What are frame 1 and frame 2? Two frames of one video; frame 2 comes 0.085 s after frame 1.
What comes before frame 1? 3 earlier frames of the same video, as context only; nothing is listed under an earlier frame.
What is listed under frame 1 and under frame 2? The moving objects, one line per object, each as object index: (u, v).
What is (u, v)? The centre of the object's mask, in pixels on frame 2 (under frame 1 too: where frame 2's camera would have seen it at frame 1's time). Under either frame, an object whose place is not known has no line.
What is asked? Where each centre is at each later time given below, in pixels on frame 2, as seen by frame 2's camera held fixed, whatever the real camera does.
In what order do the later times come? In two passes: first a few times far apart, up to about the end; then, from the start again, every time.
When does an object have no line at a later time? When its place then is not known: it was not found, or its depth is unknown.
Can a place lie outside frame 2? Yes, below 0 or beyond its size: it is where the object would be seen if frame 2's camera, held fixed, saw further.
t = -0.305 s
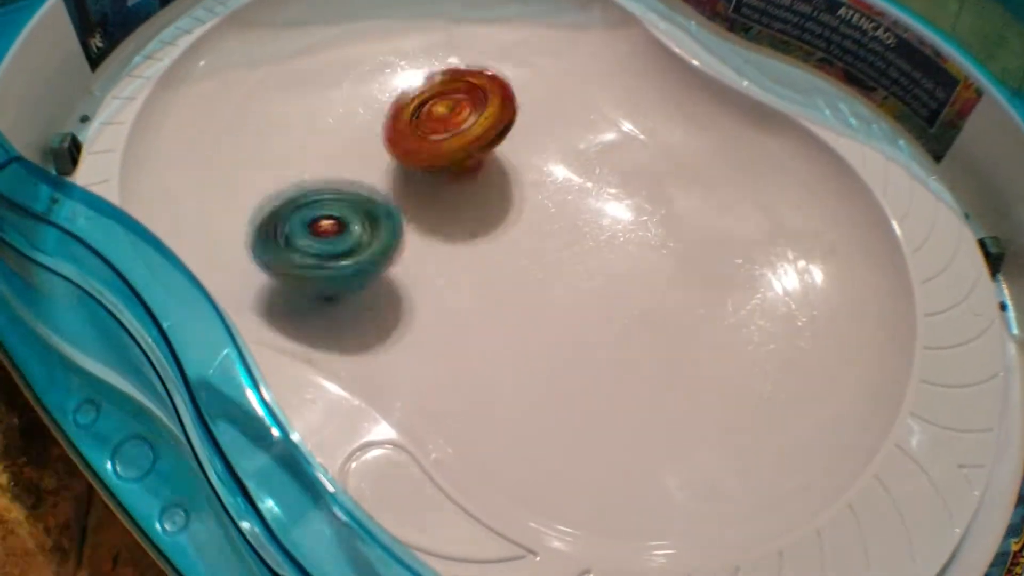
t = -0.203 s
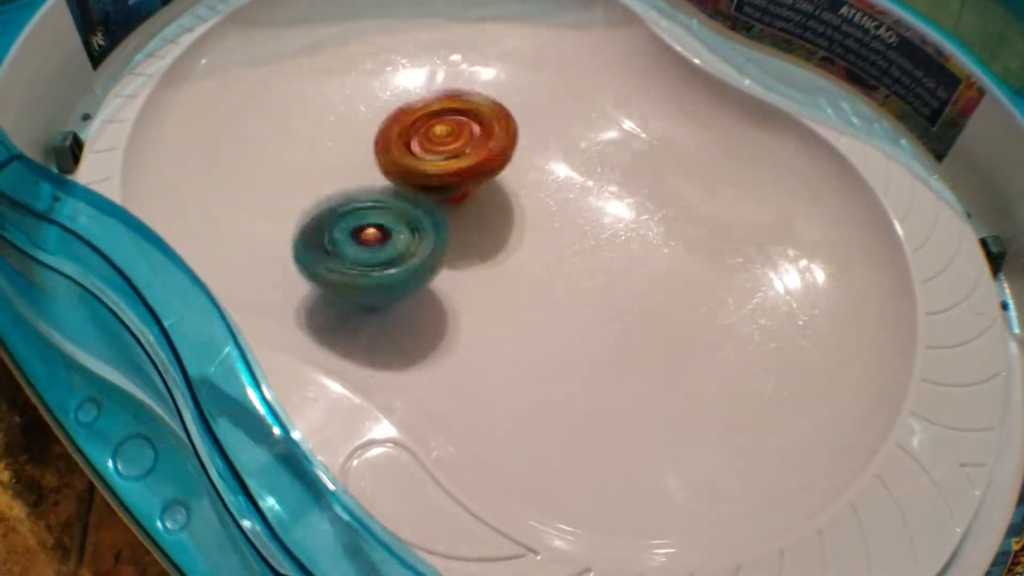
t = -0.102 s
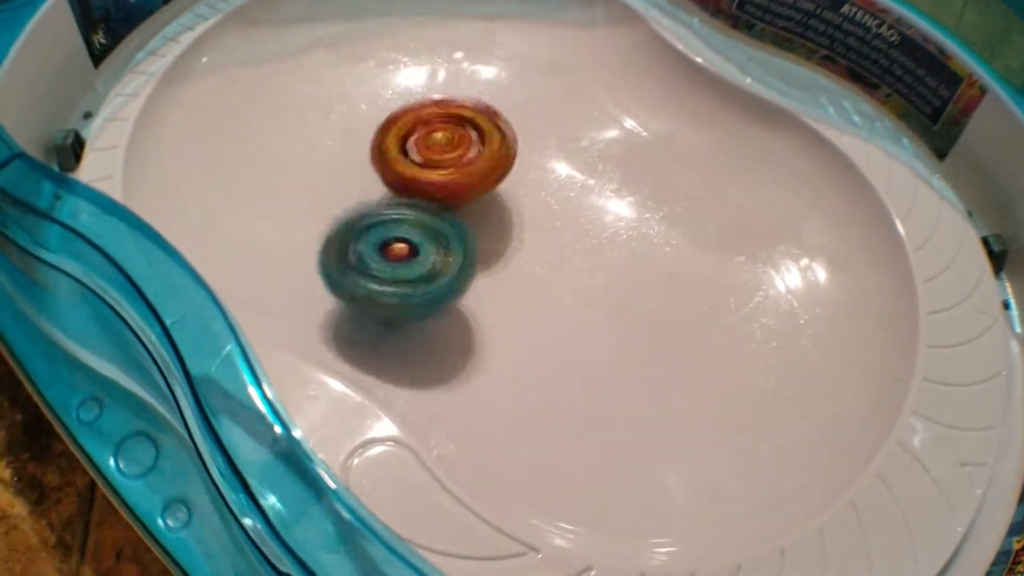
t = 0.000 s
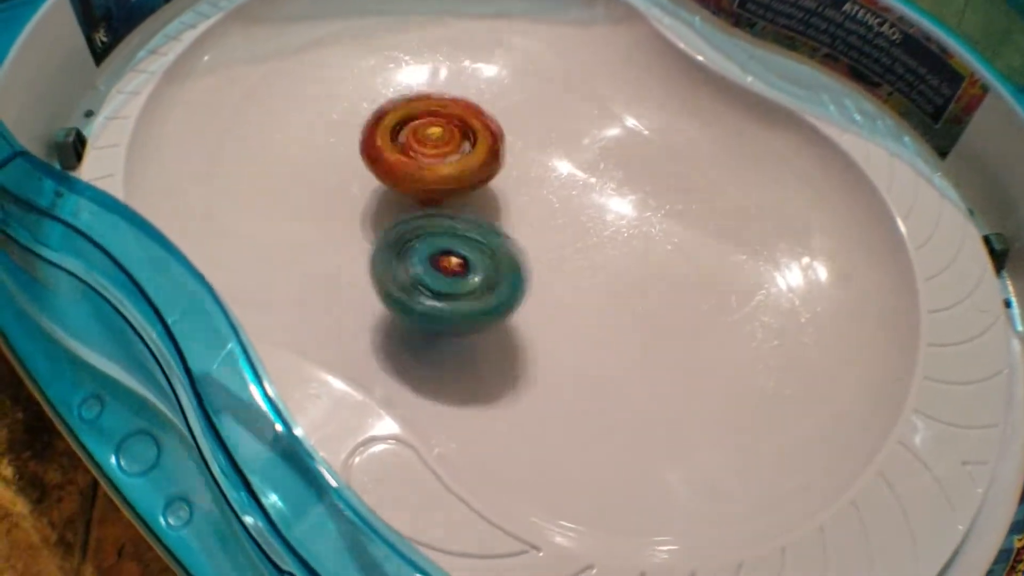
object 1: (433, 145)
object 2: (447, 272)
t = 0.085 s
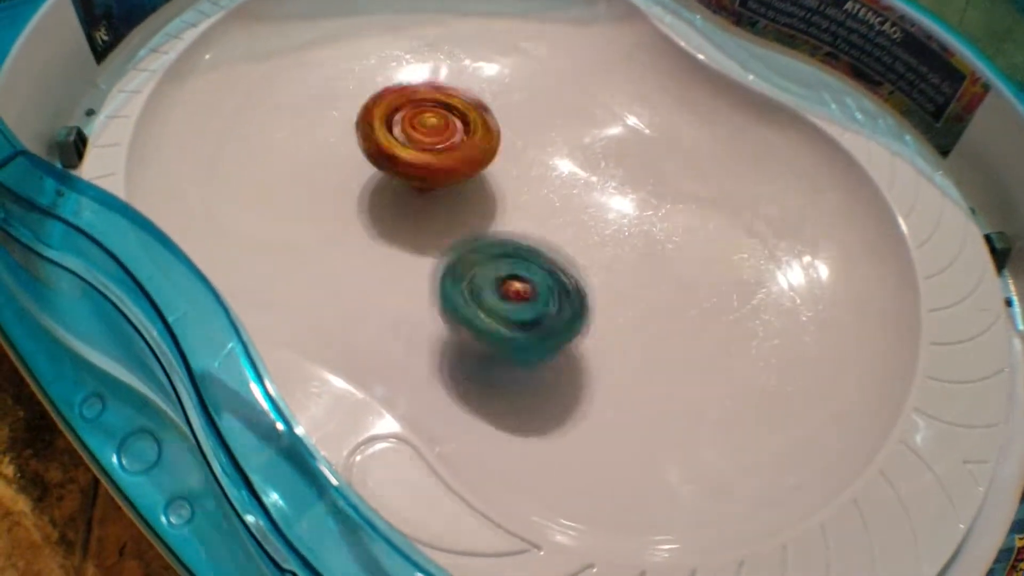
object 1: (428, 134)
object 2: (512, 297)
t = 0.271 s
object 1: (420, 106)
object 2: (590, 228)
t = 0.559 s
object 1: (400, 71)
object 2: (549, 101)
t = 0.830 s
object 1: (377, 94)
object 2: (538, 57)
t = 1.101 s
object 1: (294, 137)
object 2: (486, 86)
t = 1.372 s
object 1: (203, 125)
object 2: (596, 228)
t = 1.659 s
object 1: (420, 125)
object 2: (693, 373)
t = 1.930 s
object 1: (579, 177)
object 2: (715, 340)
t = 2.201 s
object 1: (564, 178)
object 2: (614, 370)
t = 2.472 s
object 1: (532, 141)
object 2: (596, 297)
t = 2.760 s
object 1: (487, 109)
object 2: (615, 192)
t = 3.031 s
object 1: (445, 93)
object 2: (564, 159)
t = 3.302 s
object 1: (439, 79)
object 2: (490, 209)
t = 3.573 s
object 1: (414, 110)
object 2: (496, 229)
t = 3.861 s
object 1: (363, 126)
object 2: (512, 147)
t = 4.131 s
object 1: (383, 136)
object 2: (506, 75)
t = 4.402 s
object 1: (406, 156)
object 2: (454, 51)
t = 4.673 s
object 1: (362, 165)
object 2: (437, 58)
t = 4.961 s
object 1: (348, 159)
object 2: (441, 107)
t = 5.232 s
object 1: (320, 135)
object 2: (491, 176)
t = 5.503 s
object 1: (348, 154)
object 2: (561, 159)
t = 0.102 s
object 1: (426, 131)
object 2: (525, 301)
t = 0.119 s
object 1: (425, 129)
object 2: (536, 299)
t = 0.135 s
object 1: (424, 126)
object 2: (547, 297)
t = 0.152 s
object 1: (424, 124)
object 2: (556, 289)
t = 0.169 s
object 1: (423, 122)
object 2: (565, 284)
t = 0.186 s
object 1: (422, 119)
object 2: (572, 276)
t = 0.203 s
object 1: (421, 115)
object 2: (577, 267)
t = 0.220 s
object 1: (421, 114)
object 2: (582, 257)
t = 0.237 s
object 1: (421, 110)
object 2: (586, 249)
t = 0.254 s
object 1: (420, 109)
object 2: (589, 237)
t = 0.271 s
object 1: (420, 106)
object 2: (590, 228)
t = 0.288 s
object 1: (420, 104)
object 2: (591, 216)
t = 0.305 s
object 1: (421, 102)
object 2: (591, 205)
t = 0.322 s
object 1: (421, 100)
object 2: (589, 196)
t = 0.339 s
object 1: (422, 98)
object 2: (589, 184)
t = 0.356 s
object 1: (423, 97)
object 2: (585, 175)
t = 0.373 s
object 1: (423, 95)
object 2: (583, 163)
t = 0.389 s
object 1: (424, 94)
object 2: (579, 156)
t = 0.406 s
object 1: (425, 93)
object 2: (573, 144)
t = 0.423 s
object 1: (425, 91)
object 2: (566, 136)
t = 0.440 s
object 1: (426, 90)
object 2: (559, 125)
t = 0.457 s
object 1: (426, 88)
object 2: (553, 119)
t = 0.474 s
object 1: (423, 86)
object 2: (550, 115)
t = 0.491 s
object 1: (415, 82)
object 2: (553, 113)
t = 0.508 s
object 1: (410, 77)
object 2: (552, 112)
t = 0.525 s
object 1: (406, 75)
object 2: (553, 108)
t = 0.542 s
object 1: (402, 73)
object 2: (551, 106)
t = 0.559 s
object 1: (400, 71)
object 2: (549, 101)
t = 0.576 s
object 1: (399, 70)
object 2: (544, 100)
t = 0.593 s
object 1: (398, 69)
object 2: (543, 94)
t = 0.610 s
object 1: (398, 70)
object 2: (539, 93)
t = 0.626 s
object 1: (397, 71)
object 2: (537, 87)
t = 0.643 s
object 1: (398, 71)
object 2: (535, 85)
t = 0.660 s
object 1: (398, 73)
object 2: (534, 81)
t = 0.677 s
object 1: (399, 75)
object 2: (534, 79)
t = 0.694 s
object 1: (397, 77)
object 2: (533, 75)
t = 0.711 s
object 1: (398, 78)
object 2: (535, 71)
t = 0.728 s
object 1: (398, 80)
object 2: (534, 69)
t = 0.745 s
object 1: (399, 83)
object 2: (534, 65)
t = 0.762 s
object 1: (399, 85)
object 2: (532, 64)
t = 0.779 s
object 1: (399, 87)
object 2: (530, 60)
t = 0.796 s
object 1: (399, 90)
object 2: (526, 60)
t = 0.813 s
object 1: (389, 93)
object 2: (530, 58)
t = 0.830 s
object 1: (377, 94)
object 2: (538, 57)
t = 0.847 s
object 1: (368, 94)
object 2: (544, 55)
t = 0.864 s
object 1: (355, 100)
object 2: (548, 55)
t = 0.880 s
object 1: (348, 105)
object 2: (551, 54)
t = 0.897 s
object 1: (341, 106)
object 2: (553, 52)
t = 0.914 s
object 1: (332, 111)
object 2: (551, 52)
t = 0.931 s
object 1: (326, 115)
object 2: (549, 50)
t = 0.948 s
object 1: (319, 117)
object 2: (545, 50)
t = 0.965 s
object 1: (313, 122)
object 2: (541, 51)
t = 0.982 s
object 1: (307, 125)
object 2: (537, 53)
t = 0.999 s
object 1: (303, 128)
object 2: (529, 55)
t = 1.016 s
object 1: (299, 130)
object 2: (522, 58)
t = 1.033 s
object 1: (298, 134)
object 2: (516, 60)
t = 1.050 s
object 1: (296, 135)
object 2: (509, 67)
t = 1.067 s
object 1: (294, 135)
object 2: (502, 71)
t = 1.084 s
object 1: (294, 137)
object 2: (494, 77)
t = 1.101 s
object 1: (294, 137)
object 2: (486, 86)
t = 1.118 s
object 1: (295, 141)
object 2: (477, 92)
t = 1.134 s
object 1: (295, 142)
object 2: (468, 101)
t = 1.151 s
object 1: (298, 142)
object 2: (461, 107)
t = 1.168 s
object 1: (299, 143)
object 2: (454, 112)
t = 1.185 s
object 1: (303, 143)
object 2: (446, 121)
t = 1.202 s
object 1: (305, 146)
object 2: (439, 127)
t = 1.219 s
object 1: (284, 142)
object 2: (452, 133)
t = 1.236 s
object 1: (263, 145)
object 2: (476, 137)
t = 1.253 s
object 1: (247, 134)
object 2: (499, 151)
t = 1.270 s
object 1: (231, 127)
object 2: (515, 160)
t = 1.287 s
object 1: (218, 129)
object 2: (533, 165)
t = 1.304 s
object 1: (211, 119)
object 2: (549, 177)
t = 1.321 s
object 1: (205, 125)
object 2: (561, 187)
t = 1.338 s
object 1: (203, 120)
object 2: (576, 201)
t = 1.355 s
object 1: (201, 120)
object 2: (584, 212)
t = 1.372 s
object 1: (203, 125)
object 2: (596, 228)
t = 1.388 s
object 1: (209, 126)
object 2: (605, 234)
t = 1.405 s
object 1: (216, 126)
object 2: (612, 242)
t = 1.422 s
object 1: (226, 131)
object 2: (620, 258)
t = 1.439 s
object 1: (240, 134)
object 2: (628, 264)
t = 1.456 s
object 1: (254, 135)
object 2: (633, 273)
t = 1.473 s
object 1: (268, 137)
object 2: (640, 286)
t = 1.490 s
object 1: (284, 137)
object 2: (647, 293)
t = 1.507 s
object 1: (300, 137)
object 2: (651, 302)
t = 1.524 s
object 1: (316, 138)
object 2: (656, 315)
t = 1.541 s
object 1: (330, 135)
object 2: (663, 322)
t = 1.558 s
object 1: (345, 134)
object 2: (667, 331)
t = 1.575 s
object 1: (360, 132)
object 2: (671, 343)
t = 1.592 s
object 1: (374, 130)
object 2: (676, 350)
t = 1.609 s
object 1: (386, 128)
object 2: (680, 355)
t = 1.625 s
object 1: (398, 127)
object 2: (684, 366)
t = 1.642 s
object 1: (410, 125)
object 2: (689, 370)
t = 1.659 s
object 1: (420, 125)
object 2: (693, 373)
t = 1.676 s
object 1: (432, 124)
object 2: (697, 382)
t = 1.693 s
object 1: (443, 123)
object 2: (703, 383)
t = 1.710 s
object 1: (453, 123)
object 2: (708, 387)
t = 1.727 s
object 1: (464, 123)
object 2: (713, 392)
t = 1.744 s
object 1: (475, 121)
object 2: (720, 394)
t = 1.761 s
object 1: (486, 122)
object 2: (725, 396)
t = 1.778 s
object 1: (496, 123)
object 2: (731, 392)
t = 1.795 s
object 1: (508, 125)
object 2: (737, 390)
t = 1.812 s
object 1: (519, 129)
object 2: (741, 387)
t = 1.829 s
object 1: (530, 132)
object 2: (741, 380)
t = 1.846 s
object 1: (541, 138)
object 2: (743, 375)
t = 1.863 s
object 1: (551, 145)
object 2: (741, 370)
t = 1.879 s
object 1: (559, 152)
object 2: (737, 363)
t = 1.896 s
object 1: (568, 160)
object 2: (731, 355)
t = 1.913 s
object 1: (574, 169)
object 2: (721, 348)
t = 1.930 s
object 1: (579, 177)
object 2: (715, 340)
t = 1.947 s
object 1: (586, 185)
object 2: (704, 334)
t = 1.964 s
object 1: (589, 197)
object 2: (693, 326)
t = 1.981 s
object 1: (593, 204)
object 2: (683, 318)
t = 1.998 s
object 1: (595, 203)
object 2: (678, 323)
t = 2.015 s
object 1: (597, 196)
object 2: (674, 335)
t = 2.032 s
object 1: (597, 193)
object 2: (665, 344)
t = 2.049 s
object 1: (594, 191)
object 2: (662, 347)
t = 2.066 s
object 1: (588, 187)
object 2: (652, 356)
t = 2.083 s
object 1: (586, 186)
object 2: (645, 359)
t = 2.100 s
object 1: (586, 183)
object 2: (637, 359)
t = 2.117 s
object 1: (584, 183)
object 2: (635, 361)
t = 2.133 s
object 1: (579, 182)
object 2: (630, 365)
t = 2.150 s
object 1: (576, 181)
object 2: (624, 366)
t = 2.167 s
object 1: (572, 182)
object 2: (619, 366)
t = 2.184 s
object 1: (567, 180)
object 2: (618, 368)
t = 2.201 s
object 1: (564, 178)
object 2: (614, 370)
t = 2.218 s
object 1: (562, 179)
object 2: (612, 369)
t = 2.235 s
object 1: (560, 178)
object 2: (609, 369)
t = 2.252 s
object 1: (559, 176)
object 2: (607, 368)
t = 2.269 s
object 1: (558, 173)
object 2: (604, 367)
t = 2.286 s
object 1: (556, 170)
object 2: (604, 364)
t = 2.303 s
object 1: (552, 168)
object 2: (601, 362)
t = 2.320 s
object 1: (550, 165)
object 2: (601, 357)
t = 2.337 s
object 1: (548, 164)
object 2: (601, 352)
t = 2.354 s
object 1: (545, 161)
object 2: (598, 346)
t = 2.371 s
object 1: (543, 157)
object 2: (595, 341)
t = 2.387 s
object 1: (541, 154)
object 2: (598, 331)
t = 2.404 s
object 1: (540, 153)
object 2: (596, 329)
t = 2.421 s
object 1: (538, 150)
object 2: (594, 319)
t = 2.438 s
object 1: (537, 147)
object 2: (594, 312)
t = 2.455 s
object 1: (535, 144)
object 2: (596, 303)
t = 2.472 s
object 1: (532, 141)
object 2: (596, 297)
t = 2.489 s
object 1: (530, 137)
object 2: (593, 287)
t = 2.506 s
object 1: (529, 135)
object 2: (593, 279)
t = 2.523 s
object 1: (528, 134)
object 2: (597, 271)
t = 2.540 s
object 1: (527, 131)
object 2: (597, 264)
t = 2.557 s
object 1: (527, 128)
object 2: (594, 253)
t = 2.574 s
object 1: (527, 128)
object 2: (595, 246)
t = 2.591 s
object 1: (526, 126)
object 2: (597, 236)
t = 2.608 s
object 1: (525, 124)
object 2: (599, 230)
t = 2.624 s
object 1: (523, 123)
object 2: (599, 222)
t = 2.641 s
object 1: (519, 121)
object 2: (597, 219)
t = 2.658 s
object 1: (514, 119)
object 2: (600, 211)
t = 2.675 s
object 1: (509, 116)
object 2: (603, 210)
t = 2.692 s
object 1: (506, 113)
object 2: (606, 205)
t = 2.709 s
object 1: (501, 111)
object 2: (610, 200)
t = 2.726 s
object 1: (496, 109)
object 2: (615, 194)
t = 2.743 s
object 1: (492, 109)
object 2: (616, 194)
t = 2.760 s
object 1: (487, 109)
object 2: (615, 192)
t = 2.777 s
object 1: (483, 109)
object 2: (614, 186)
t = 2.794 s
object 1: (481, 109)
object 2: (616, 183)
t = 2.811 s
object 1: (479, 107)
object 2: (615, 179)
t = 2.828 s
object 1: (477, 107)
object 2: (614, 177)
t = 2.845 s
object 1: (475, 107)
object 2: (610, 171)
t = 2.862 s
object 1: (473, 106)
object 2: (609, 169)
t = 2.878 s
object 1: (470, 104)
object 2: (607, 168)
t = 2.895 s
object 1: (466, 105)
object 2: (603, 165)
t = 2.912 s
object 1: (461, 103)
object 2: (598, 163)
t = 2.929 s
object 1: (458, 102)
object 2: (595, 160)
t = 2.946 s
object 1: (455, 101)
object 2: (593, 162)
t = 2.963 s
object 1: (453, 100)
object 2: (586, 159)
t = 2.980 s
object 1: (452, 99)
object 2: (581, 159)
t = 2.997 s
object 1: (450, 98)
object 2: (573, 157)
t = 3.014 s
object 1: (448, 96)
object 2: (570, 157)
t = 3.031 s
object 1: (445, 93)
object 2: (564, 159)
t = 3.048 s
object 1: (443, 91)
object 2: (557, 159)
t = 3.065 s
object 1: (441, 90)
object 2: (549, 160)
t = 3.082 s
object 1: (439, 88)
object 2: (545, 160)
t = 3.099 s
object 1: (438, 86)
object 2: (541, 162)
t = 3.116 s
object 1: (437, 84)
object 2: (534, 163)
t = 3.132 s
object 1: (436, 83)
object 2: (525, 164)
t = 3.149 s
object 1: (436, 80)
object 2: (520, 168)
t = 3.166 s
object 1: (435, 78)
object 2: (519, 173)
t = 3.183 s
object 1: (435, 77)
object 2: (512, 181)
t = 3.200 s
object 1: (435, 75)
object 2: (511, 185)
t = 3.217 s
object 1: (436, 75)
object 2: (505, 189)
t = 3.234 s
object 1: (437, 75)
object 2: (502, 192)
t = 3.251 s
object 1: (438, 75)
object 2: (502, 196)
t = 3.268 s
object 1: (438, 78)
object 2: (499, 201)
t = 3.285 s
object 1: (439, 80)
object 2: (496, 205)
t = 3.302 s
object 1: (439, 79)
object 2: (490, 209)
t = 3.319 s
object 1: (438, 78)
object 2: (490, 210)
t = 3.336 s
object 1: (439, 78)
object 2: (488, 214)
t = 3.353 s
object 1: (439, 77)
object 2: (488, 217)
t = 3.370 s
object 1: (440, 77)
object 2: (485, 221)
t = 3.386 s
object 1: (438, 79)
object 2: (483, 225)
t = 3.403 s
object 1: (436, 79)
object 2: (481, 228)
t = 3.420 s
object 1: (434, 82)
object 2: (482, 230)
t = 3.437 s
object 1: (431, 84)
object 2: (482, 232)
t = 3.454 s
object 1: (431, 86)
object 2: (483, 232)
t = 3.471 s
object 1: (430, 90)
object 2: (486, 234)
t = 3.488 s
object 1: (429, 93)
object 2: (484, 235)
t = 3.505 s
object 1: (427, 96)
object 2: (488, 235)
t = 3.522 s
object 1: (425, 98)
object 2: (490, 234)
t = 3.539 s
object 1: (422, 103)
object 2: (491, 234)
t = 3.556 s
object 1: (418, 105)
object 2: (496, 234)
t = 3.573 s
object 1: (414, 110)
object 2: (496, 229)
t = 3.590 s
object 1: (411, 112)
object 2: (502, 225)
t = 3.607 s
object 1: (409, 113)
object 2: (502, 222)
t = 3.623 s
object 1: (405, 117)
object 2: (504, 215)
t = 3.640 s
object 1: (401, 118)
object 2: (508, 212)
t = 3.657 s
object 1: (398, 120)
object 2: (507, 209)
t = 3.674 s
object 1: (393, 123)
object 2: (510, 205)
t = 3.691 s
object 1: (389, 123)
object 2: (507, 197)
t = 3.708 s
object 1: (385, 124)
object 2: (507, 191)
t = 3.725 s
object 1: (382, 125)
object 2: (509, 187)
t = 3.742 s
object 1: (379, 125)
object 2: (510, 181)
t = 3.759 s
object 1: (377, 126)
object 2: (512, 178)
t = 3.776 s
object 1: (375, 125)
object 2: (510, 170)
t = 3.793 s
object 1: (373, 124)
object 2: (510, 164)
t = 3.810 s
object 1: (370, 125)
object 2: (512, 160)
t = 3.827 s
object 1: (368, 126)
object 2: (514, 154)
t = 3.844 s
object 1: (365, 126)
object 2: (514, 152)
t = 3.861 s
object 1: (363, 126)
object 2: (512, 147)
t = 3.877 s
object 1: (361, 126)
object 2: (512, 139)
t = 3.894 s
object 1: (361, 126)
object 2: (514, 135)
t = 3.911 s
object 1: (359, 126)
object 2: (516, 130)
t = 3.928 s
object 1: (360, 123)
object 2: (515, 128)
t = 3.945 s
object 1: (362, 123)
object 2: (511, 123)
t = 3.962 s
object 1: (364, 125)
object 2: (511, 116)
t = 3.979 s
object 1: (367, 125)
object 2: (510, 112)
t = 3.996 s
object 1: (370, 125)
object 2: (511, 106)
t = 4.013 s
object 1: (374, 128)
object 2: (509, 103)
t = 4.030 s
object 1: (375, 131)
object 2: (507, 98)
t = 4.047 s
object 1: (375, 134)
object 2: (510, 93)
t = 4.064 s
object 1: (375, 137)
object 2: (511, 91)
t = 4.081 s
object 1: (375, 139)
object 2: (512, 86)
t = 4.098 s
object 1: (377, 139)
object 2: (511, 85)
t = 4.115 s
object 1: (379, 138)
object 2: (506, 80)
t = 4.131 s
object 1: (383, 136)
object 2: (506, 75)
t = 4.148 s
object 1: (388, 135)
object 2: (505, 72)
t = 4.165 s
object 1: (393, 135)
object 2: (503, 68)
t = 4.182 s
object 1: (397, 135)
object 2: (502, 64)
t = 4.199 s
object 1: (400, 136)
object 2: (498, 61)
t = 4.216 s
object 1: (403, 138)
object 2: (497, 59)
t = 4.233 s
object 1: (405, 140)
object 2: (497, 59)
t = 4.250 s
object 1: (406, 143)
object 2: (491, 57)
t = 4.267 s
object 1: (406, 145)
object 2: (488, 55)
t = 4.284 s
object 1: (406, 147)
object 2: (481, 55)
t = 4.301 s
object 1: (406, 147)
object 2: (475, 55)
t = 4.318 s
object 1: (409, 147)
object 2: (473, 55)
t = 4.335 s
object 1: (410, 147)
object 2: (466, 56)
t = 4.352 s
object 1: (411, 147)
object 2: (463, 55)
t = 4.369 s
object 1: (410, 150)
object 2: (457, 56)
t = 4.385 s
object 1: (408, 153)
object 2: (454, 53)
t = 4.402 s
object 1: (406, 156)
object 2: (454, 51)
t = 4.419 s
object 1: (404, 159)
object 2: (452, 51)
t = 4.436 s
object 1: (402, 161)
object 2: (449, 50)
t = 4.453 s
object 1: (400, 163)
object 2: (445, 51)
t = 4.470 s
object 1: (399, 163)
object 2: (439, 49)
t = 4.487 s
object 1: (397, 160)
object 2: (437, 48)
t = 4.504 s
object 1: (397, 162)
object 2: (437, 49)
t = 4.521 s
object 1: (397, 163)
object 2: (433, 51)
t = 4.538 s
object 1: (397, 161)
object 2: (429, 51)
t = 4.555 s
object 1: (399, 157)
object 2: (425, 52)
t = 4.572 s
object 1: (398, 155)
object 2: (421, 54)
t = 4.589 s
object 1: (397, 151)
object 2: (420, 53)
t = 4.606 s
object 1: (396, 151)
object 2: (421, 57)
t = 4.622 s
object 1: (393, 150)
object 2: (420, 55)
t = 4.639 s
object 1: (383, 156)
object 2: (428, 55)
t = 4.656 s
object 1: (372, 162)
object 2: (434, 57)
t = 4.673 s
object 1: (362, 165)
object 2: (437, 58)
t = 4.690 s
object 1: (355, 170)
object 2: (438, 59)
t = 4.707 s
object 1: (351, 173)
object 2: (440, 60)
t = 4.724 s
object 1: (349, 176)
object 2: (442, 64)
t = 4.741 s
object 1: (346, 176)
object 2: (440, 72)
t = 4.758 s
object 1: (343, 174)
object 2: (438, 78)
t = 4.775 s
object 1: (341, 172)
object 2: (433, 80)
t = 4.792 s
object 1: (343, 170)
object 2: (430, 80)
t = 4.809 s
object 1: (343, 169)
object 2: (429, 82)
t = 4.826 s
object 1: (345, 168)
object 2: (427, 88)
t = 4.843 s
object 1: (347, 167)
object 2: (425, 89)
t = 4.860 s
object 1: (350, 167)
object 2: (425, 93)
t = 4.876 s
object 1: (351, 165)
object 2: (428, 94)
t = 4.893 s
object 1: (349, 165)
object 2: (432, 94)
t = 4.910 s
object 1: (347, 165)
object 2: (437, 93)
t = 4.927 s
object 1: (346, 163)
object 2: (440, 97)
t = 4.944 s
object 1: (348, 162)
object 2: (442, 100)
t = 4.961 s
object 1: (348, 159)
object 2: (441, 107)
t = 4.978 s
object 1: (345, 158)
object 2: (442, 111)
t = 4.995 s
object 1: (340, 158)
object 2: (444, 115)
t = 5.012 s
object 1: (336, 154)
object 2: (447, 119)
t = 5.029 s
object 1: (334, 152)
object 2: (449, 124)
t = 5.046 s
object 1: (332, 150)
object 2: (452, 130)
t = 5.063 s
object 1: (330, 147)
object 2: (453, 138)
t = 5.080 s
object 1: (328, 144)
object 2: (454, 142)
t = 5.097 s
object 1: (325, 141)
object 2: (457, 145)
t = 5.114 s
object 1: (323, 139)
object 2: (459, 150)
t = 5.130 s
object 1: (322, 138)
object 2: (462, 153)
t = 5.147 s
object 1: (320, 136)
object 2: (466, 158)
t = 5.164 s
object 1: (319, 135)
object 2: (470, 162)
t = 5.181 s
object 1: (318, 135)
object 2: (474, 167)
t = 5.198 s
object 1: (318, 135)
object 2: (478, 171)
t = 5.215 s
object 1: (319, 135)
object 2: (485, 173)
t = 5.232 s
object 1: (320, 135)
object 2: (491, 176)
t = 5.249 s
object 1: (321, 135)
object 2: (499, 179)
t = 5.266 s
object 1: (321, 135)
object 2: (507, 181)
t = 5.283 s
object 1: (322, 135)
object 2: (516, 182)
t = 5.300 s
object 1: (323, 135)
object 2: (525, 182)
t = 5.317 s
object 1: (324, 136)
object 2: (533, 182)
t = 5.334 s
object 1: (325, 137)
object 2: (541, 181)
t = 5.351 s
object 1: (327, 138)
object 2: (547, 177)
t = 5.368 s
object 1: (329, 139)
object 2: (552, 175)
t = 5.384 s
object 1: (331, 140)
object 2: (557, 172)
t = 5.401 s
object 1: (334, 142)
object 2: (560, 169)
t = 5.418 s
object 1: (336, 144)
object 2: (561, 165)
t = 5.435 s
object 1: (339, 145)
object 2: (561, 162)
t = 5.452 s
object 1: (341, 148)
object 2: (561, 160)
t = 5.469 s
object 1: (344, 150)
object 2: (561, 159)
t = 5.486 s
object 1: (346, 152)
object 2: (561, 158)
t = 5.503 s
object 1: (348, 154)
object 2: (561, 159)
